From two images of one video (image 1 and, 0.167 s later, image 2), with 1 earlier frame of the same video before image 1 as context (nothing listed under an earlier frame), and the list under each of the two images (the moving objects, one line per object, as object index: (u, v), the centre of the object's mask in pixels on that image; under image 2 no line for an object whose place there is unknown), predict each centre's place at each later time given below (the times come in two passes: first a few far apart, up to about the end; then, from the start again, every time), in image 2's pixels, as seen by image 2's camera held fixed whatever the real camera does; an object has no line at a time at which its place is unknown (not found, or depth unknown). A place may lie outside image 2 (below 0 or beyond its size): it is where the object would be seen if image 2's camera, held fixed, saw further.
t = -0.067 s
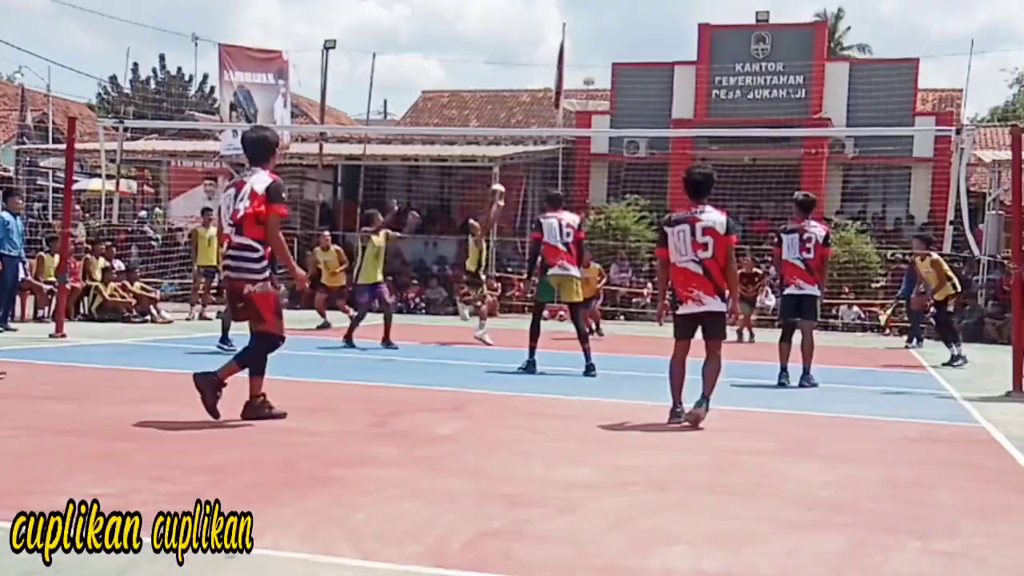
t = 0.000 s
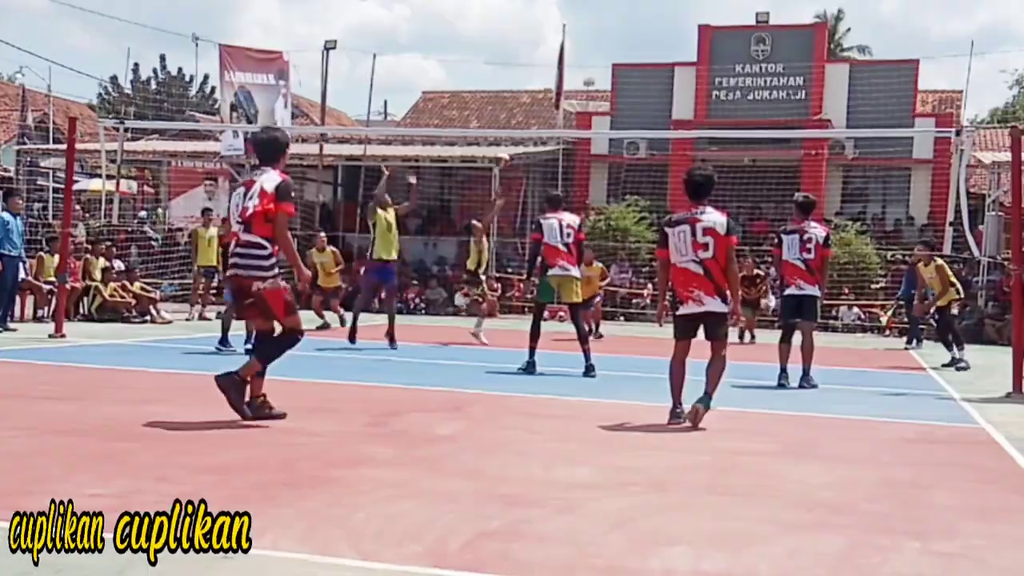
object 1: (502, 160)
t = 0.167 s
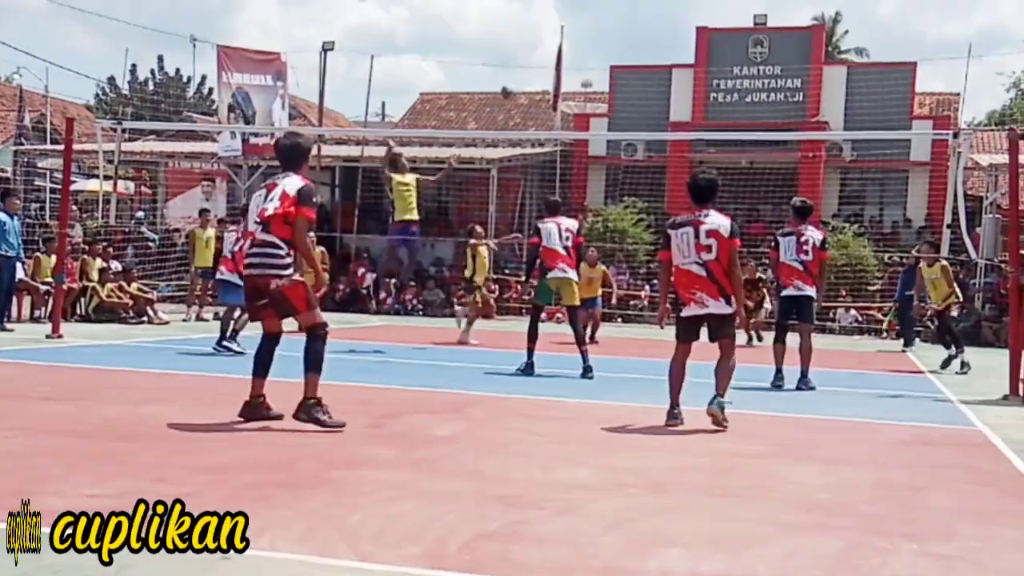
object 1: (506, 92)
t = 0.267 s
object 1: (513, 60)
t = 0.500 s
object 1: (524, 15)
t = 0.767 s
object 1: (533, 15)
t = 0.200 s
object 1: (509, 81)
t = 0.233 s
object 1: (511, 70)
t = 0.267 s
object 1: (513, 60)
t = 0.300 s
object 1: (514, 51)
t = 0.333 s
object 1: (516, 43)
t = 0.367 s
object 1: (518, 36)
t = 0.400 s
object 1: (519, 29)
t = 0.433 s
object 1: (521, 24)
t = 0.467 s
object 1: (522, 19)
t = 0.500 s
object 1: (524, 15)
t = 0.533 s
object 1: (525, 12)
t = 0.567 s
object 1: (526, 11)
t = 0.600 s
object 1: (528, 10)
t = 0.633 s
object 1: (529, 10)
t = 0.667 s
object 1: (529, 10)
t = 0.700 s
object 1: (531, 11)
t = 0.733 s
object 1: (532, 12)
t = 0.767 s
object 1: (533, 15)
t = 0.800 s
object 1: (535, 20)
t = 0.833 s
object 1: (536, 25)
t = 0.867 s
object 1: (537, 31)
